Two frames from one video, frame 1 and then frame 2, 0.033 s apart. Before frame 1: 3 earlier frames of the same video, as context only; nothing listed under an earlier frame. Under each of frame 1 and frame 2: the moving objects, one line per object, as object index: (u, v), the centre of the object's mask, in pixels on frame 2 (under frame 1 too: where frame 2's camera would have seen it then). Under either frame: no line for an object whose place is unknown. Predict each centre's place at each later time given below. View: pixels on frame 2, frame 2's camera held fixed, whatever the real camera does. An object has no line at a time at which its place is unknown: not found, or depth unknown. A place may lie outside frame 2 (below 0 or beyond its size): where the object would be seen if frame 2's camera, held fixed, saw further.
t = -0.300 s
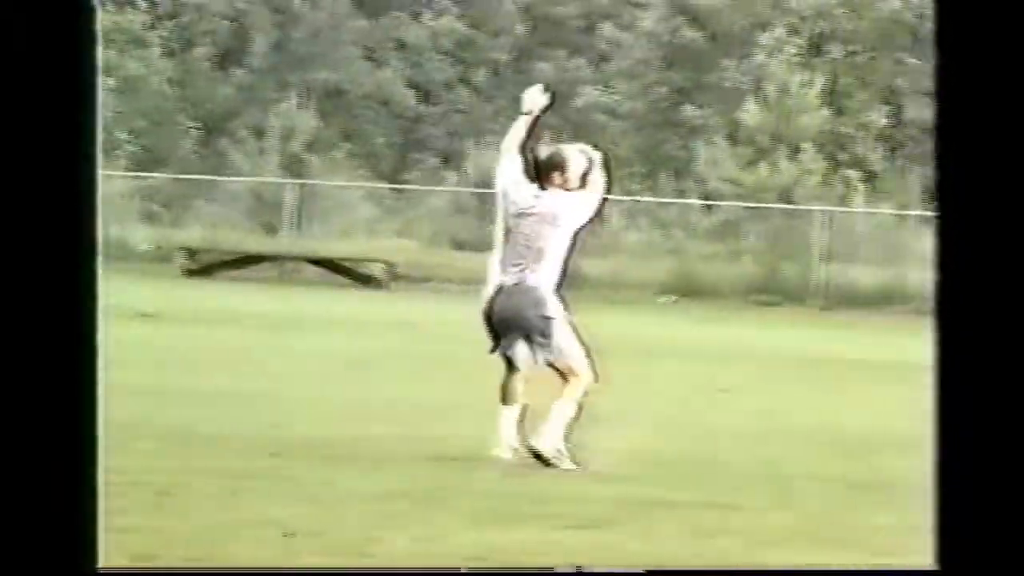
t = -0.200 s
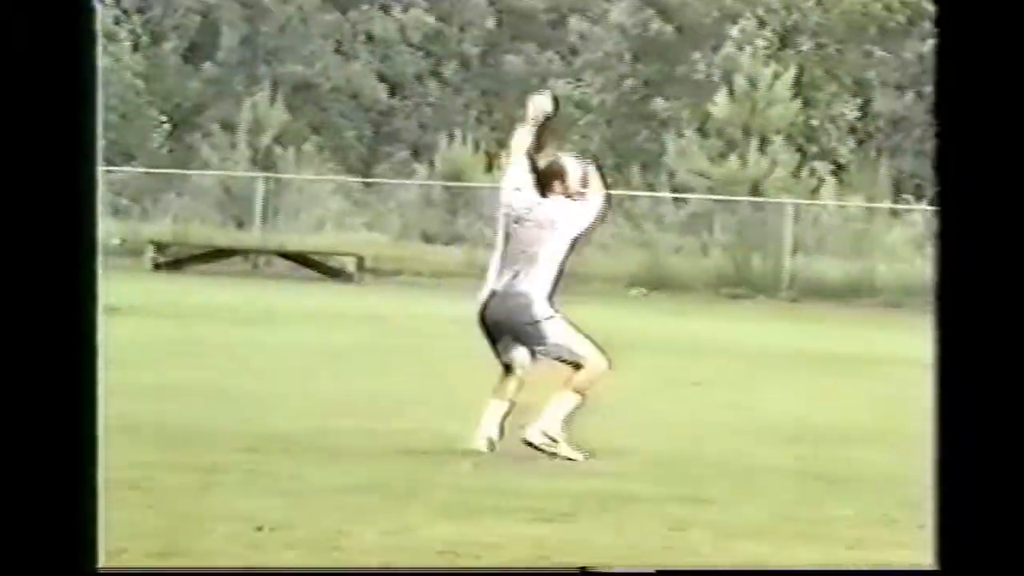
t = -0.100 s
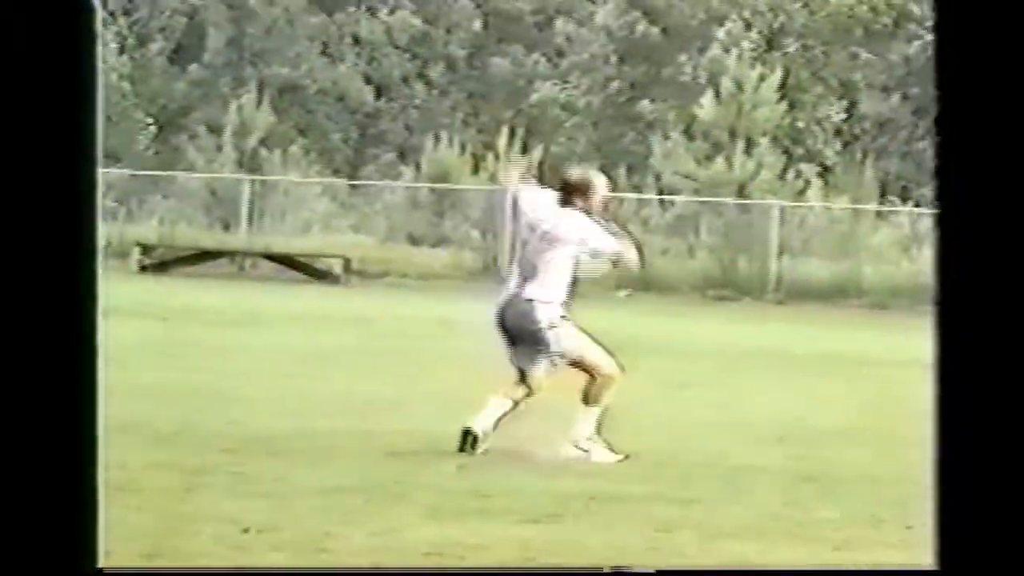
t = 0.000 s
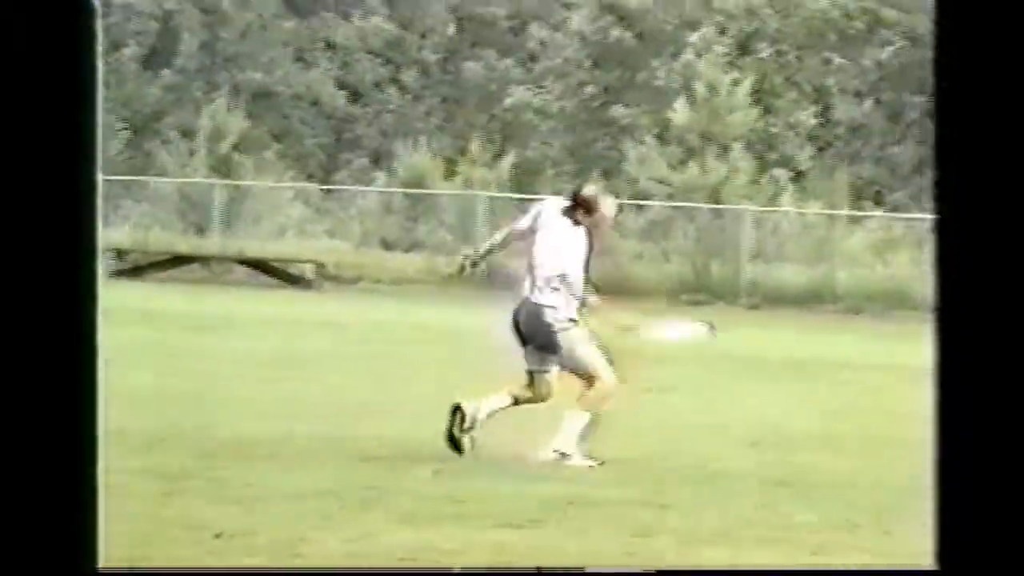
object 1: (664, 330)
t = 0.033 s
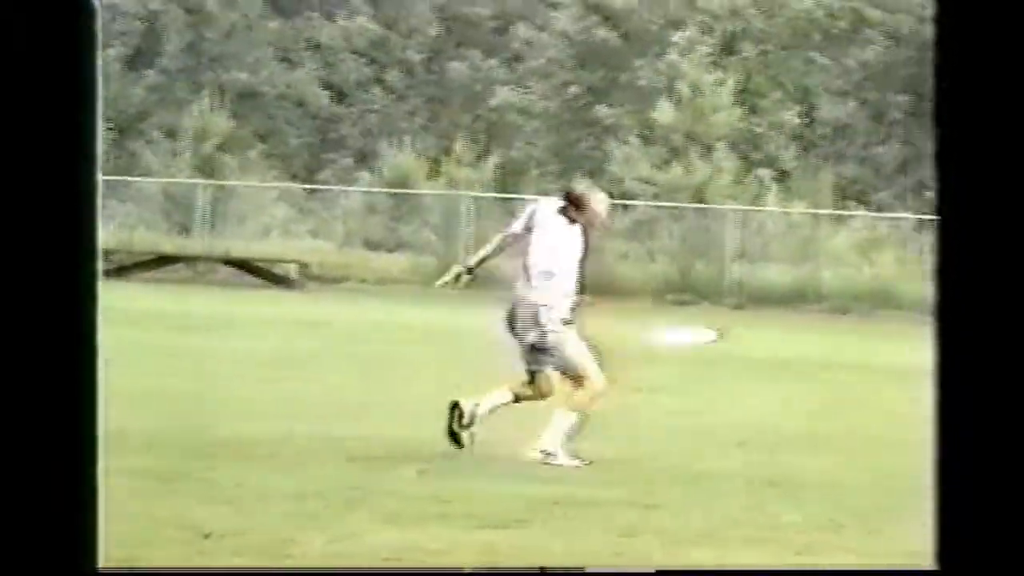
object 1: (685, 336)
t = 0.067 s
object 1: (712, 335)
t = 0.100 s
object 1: (733, 330)
